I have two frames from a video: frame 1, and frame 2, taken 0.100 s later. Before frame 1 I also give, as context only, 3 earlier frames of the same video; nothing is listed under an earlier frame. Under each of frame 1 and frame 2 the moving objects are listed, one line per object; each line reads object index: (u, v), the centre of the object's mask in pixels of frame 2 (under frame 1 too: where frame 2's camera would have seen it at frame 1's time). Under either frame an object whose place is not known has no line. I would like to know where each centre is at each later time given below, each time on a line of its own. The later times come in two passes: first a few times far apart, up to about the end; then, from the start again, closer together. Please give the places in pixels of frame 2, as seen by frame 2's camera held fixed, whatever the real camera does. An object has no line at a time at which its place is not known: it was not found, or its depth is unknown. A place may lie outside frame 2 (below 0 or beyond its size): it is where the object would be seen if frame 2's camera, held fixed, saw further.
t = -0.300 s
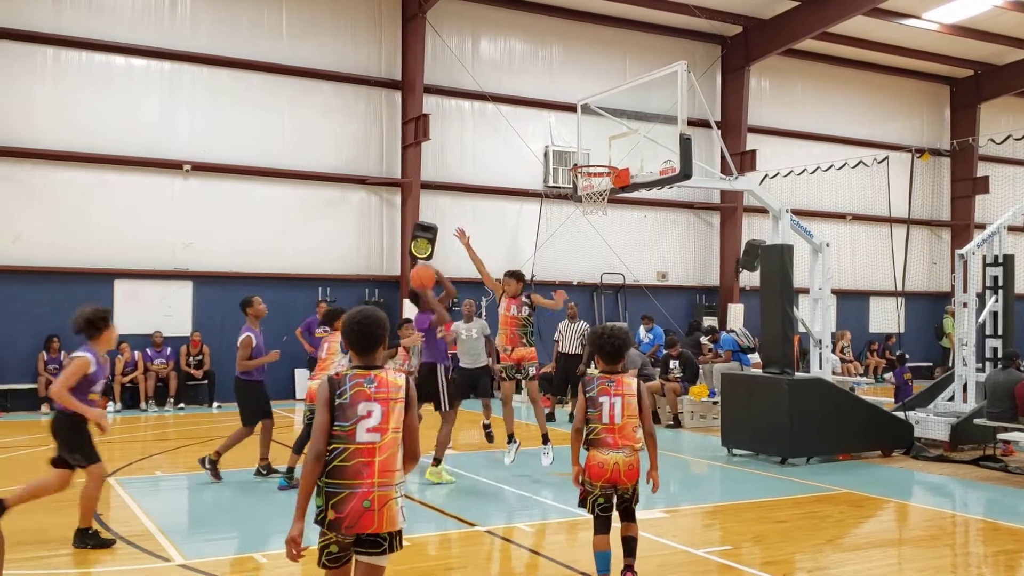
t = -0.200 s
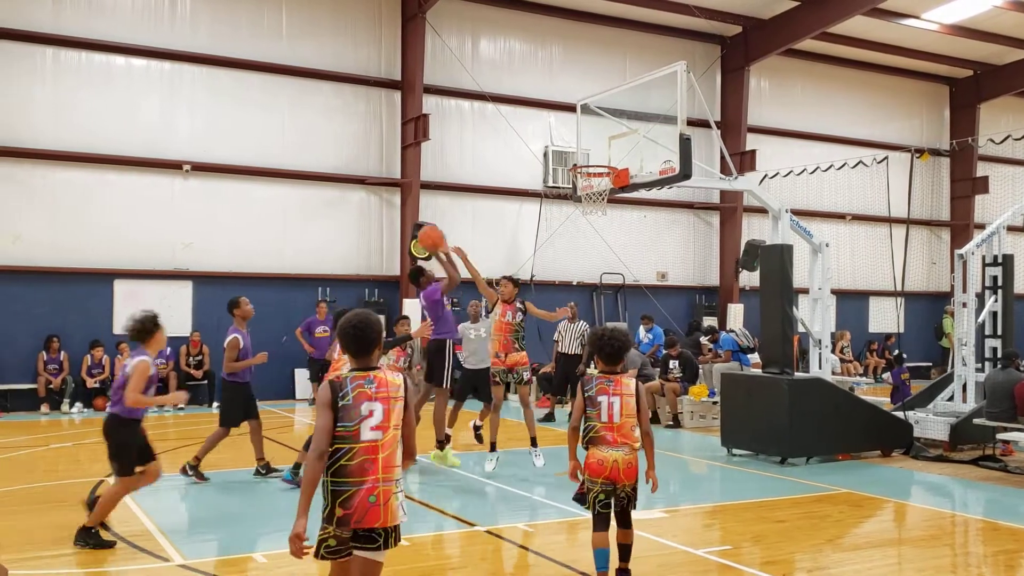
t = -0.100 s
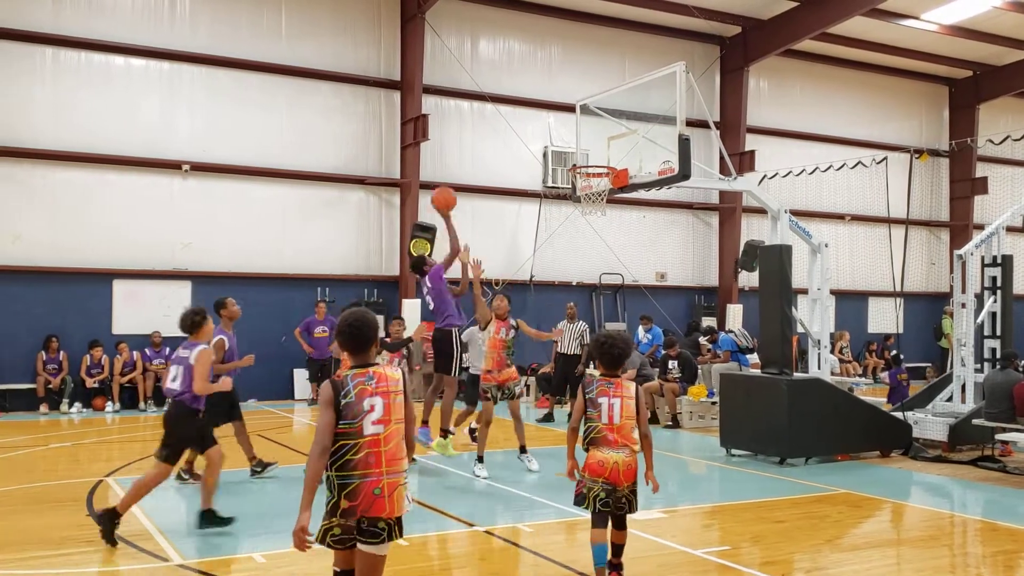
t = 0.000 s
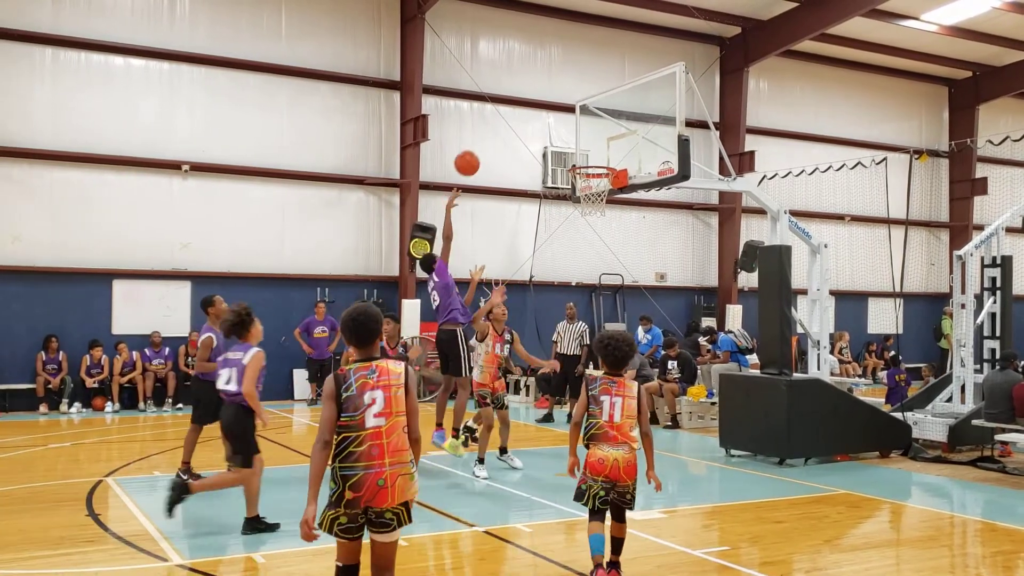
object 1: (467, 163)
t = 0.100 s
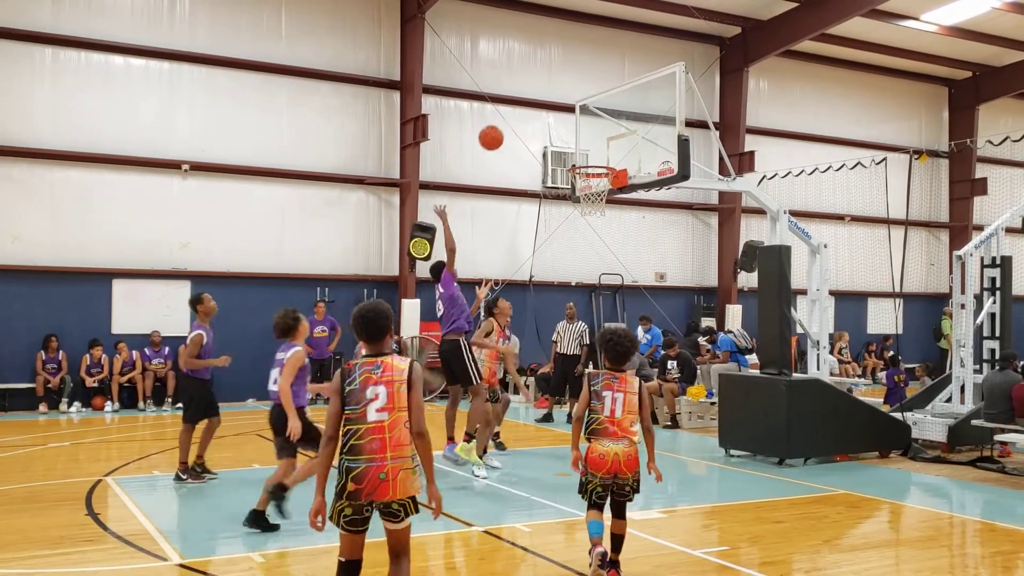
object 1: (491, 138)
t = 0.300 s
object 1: (537, 119)
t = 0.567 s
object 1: (592, 156)
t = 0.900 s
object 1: (577, 185)
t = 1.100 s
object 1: (587, 216)
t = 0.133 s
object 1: (499, 132)
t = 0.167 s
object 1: (507, 127)
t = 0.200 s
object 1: (514, 123)
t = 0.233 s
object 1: (522, 121)
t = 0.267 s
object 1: (530, 119)
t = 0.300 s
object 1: (537, 119)
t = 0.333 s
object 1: (544, 120)
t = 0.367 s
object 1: (551, 122)
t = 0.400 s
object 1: (558, 125)
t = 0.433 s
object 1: (566, 129)
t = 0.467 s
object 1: (572, 135)
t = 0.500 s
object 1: (579, 141)
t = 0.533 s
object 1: (586, 148)
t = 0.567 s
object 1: (592, 156)
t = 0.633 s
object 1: (598, 171)
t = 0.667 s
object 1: (591, 174)
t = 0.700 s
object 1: (584, 179)
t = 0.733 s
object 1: (577, 181)
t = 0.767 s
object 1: (575, 182)
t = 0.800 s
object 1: (574, 182)
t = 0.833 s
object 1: (574, 183)
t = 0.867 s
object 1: (576, 183)
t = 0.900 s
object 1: (577, 185)
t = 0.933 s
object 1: (577, 190)
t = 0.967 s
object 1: (579, 193)
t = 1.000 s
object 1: (580, 197)
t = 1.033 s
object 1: (582, 202)
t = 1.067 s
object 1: (584, 208)
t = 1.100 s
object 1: (587, 216)
